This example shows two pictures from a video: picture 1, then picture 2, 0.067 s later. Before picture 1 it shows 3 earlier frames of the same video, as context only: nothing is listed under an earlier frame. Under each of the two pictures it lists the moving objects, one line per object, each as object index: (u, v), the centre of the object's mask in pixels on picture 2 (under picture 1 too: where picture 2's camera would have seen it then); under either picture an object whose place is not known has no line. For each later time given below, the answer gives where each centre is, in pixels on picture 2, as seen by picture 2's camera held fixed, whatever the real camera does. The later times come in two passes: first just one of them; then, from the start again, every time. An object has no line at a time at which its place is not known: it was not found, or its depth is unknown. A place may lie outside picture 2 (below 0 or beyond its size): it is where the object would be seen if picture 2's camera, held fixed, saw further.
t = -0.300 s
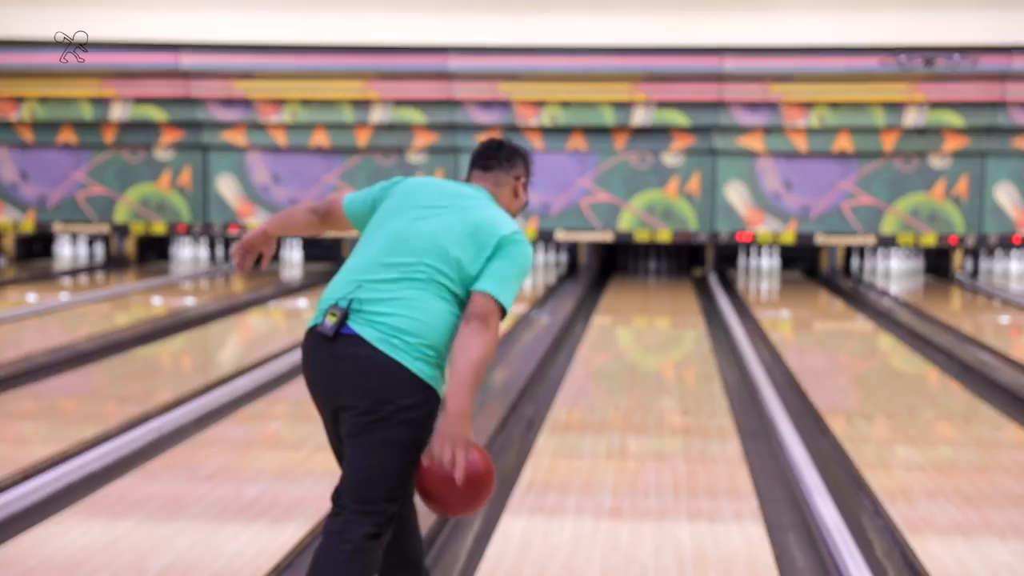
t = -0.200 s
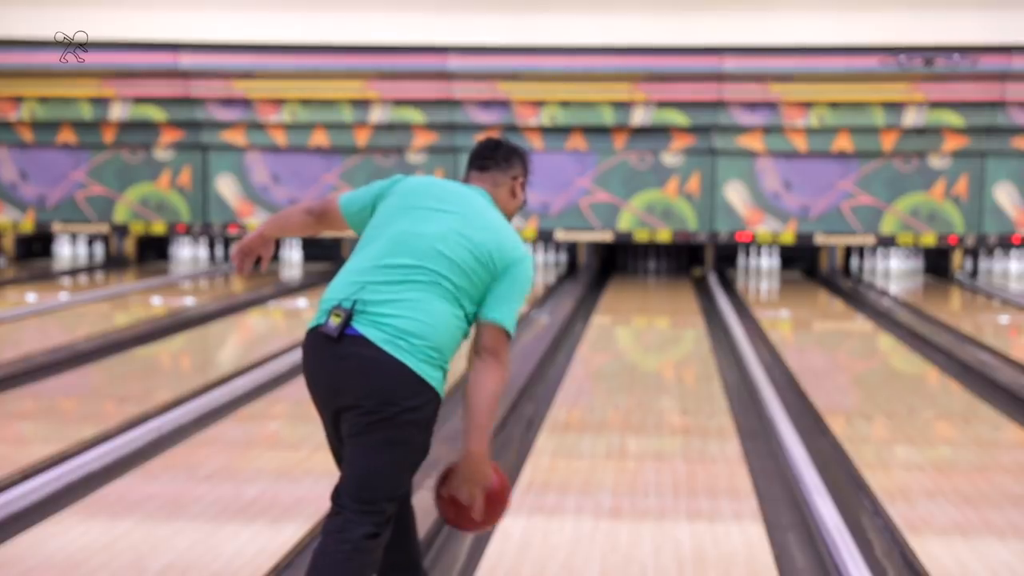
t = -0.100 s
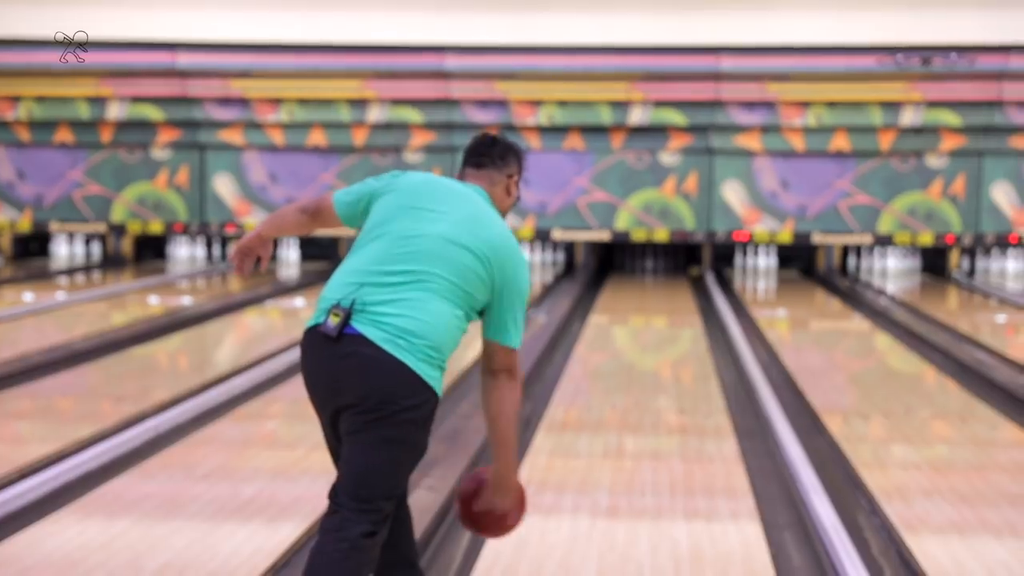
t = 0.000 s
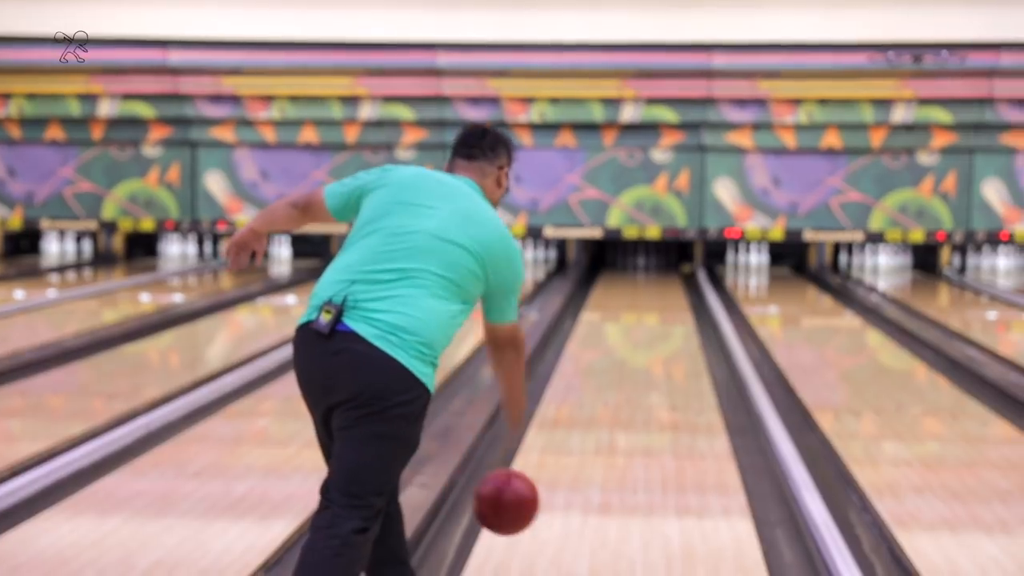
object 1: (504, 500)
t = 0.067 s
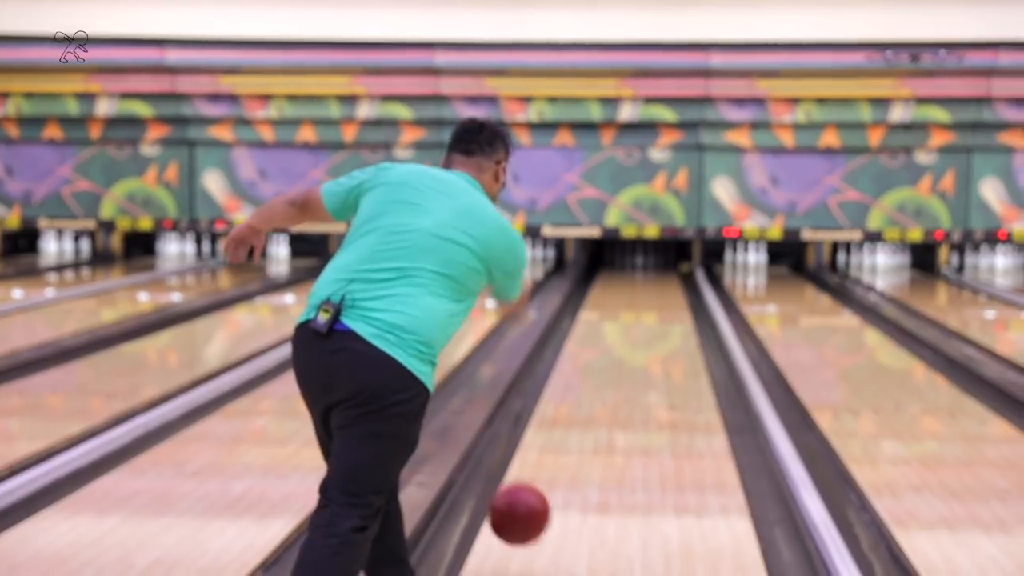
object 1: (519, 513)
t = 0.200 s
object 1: (542, 513)
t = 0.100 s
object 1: (525, 523)
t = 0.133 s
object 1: (532, 533)
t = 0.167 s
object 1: (537, 522)
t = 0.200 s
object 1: (542, 513)
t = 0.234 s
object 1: (546, 508)
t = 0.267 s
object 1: (551, 505)
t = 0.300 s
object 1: (556, 501)
